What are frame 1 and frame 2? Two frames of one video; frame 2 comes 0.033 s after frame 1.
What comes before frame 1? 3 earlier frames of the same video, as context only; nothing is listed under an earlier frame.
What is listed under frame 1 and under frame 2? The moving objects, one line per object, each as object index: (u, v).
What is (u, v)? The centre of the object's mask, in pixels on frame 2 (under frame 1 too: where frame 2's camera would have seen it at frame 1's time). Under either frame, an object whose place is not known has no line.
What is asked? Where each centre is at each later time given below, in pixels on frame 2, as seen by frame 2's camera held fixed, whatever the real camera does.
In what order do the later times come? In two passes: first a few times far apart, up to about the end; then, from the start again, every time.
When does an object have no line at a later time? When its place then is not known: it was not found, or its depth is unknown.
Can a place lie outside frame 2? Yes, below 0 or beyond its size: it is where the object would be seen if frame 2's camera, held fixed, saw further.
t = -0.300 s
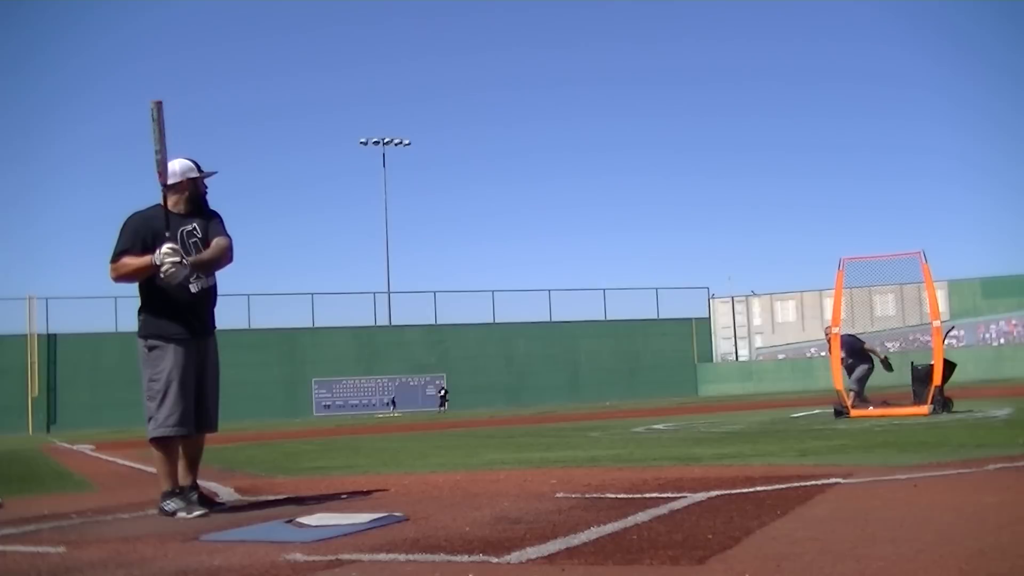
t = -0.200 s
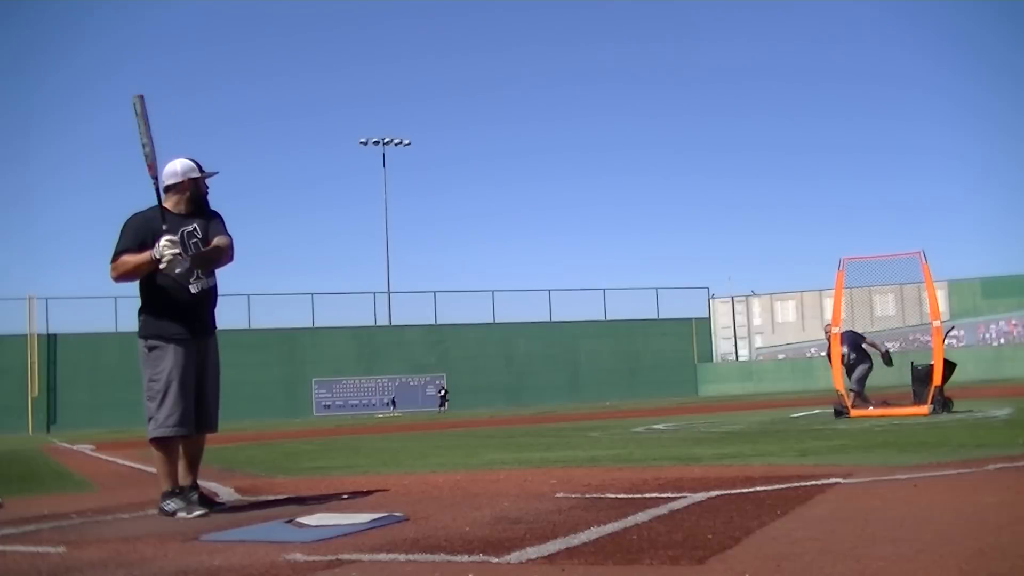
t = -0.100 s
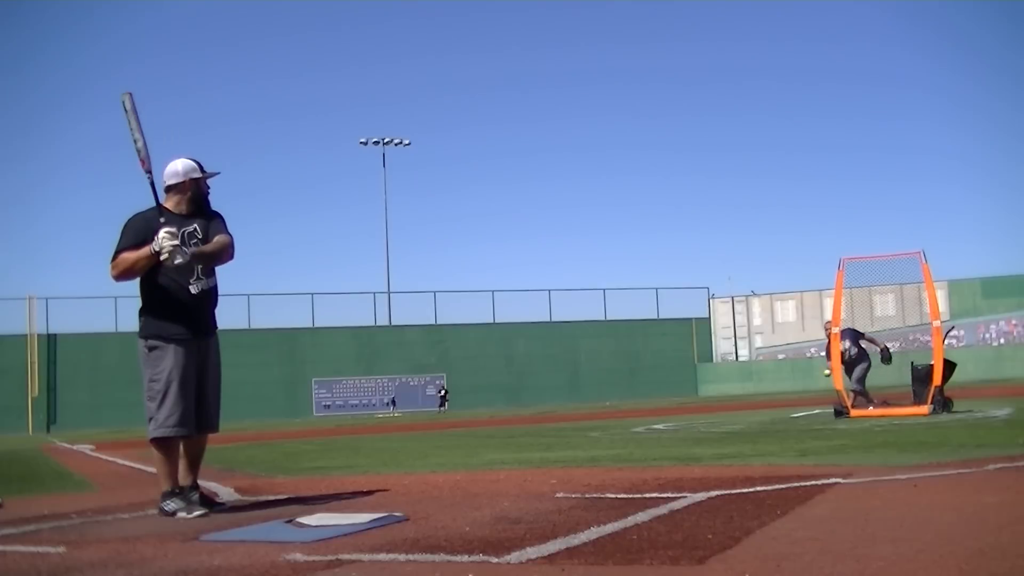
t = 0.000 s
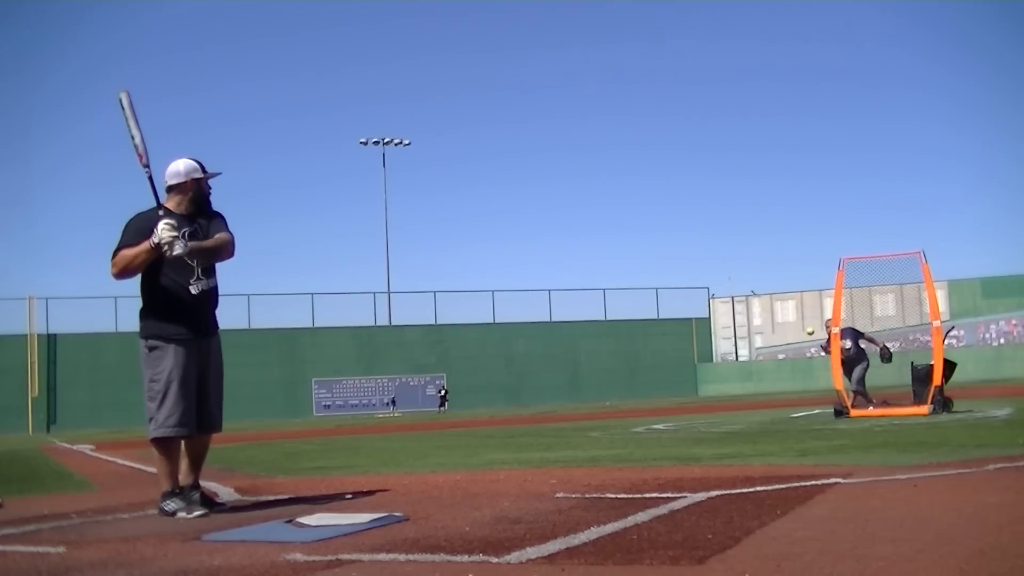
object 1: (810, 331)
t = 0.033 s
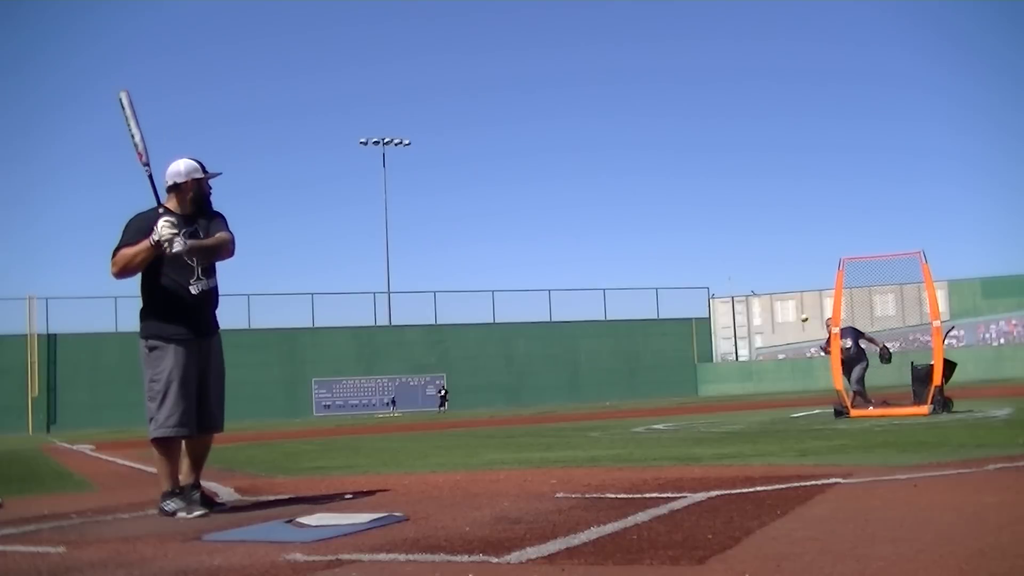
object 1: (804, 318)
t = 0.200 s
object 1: (769, 257)
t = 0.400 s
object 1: (719, 202)
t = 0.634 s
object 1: (639, 175)
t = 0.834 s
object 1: (540, 209)
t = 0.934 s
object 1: (471, 261)
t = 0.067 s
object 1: (797, 304)
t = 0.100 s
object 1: (790, 293)
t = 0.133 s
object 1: (784, 280)
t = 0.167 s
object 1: (777, 268)
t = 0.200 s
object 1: (769, 257)
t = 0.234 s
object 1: (762, 246)
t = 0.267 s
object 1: (754, 236)
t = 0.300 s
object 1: (745, 227)
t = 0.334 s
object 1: (737, 217)
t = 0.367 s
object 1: (728, 210)
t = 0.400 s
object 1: (719, 202)
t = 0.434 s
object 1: (709, 195)
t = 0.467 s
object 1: (699, 189)
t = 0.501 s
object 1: (688, 184)
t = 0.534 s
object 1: (677, 180)
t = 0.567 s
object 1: (665, 177)
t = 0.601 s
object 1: (652, 176)
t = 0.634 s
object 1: (639, 175)
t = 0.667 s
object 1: (625, 176)
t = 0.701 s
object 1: (610, 179)
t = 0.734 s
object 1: (594, 183)
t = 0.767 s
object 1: (578, 189)
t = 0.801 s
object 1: (559, 198)
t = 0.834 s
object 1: (540, 209)
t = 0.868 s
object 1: (519, 223)
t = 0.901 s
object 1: (496, 240)
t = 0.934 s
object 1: (471, 261)
